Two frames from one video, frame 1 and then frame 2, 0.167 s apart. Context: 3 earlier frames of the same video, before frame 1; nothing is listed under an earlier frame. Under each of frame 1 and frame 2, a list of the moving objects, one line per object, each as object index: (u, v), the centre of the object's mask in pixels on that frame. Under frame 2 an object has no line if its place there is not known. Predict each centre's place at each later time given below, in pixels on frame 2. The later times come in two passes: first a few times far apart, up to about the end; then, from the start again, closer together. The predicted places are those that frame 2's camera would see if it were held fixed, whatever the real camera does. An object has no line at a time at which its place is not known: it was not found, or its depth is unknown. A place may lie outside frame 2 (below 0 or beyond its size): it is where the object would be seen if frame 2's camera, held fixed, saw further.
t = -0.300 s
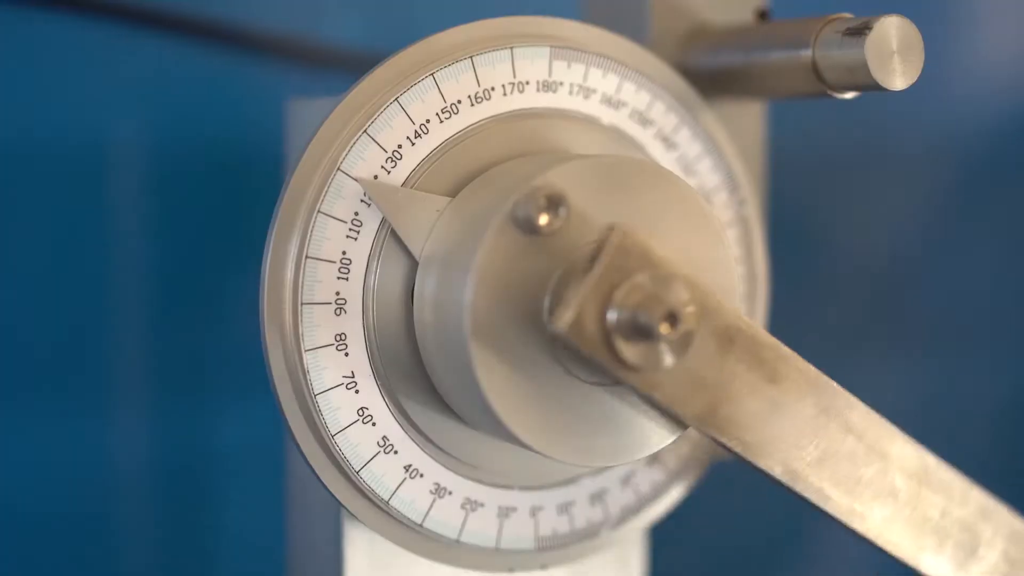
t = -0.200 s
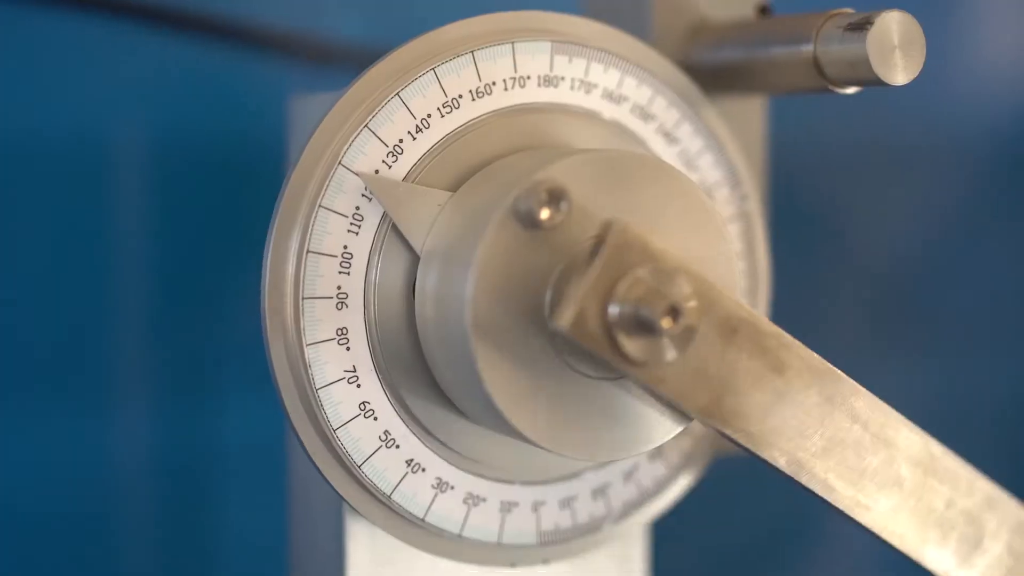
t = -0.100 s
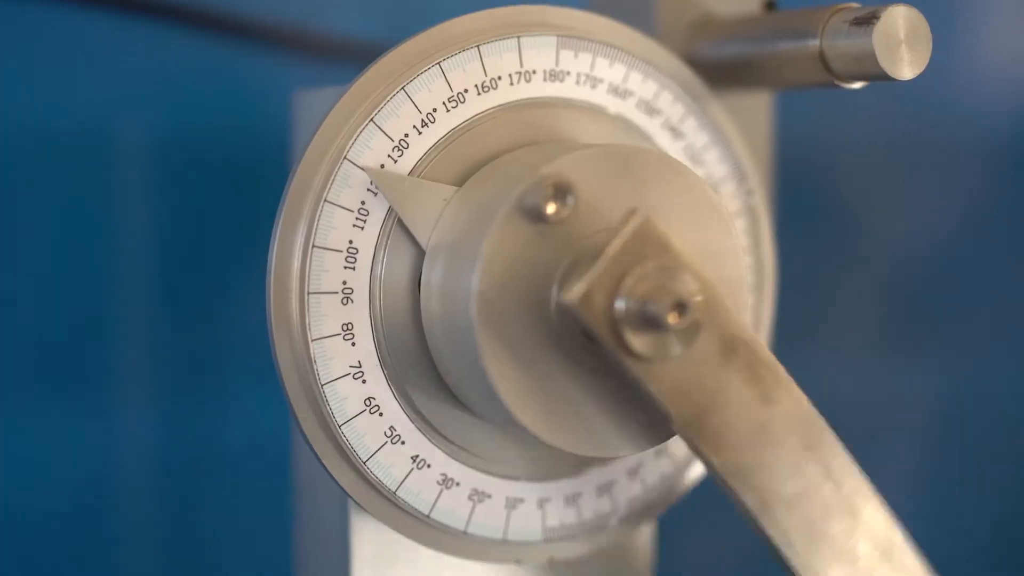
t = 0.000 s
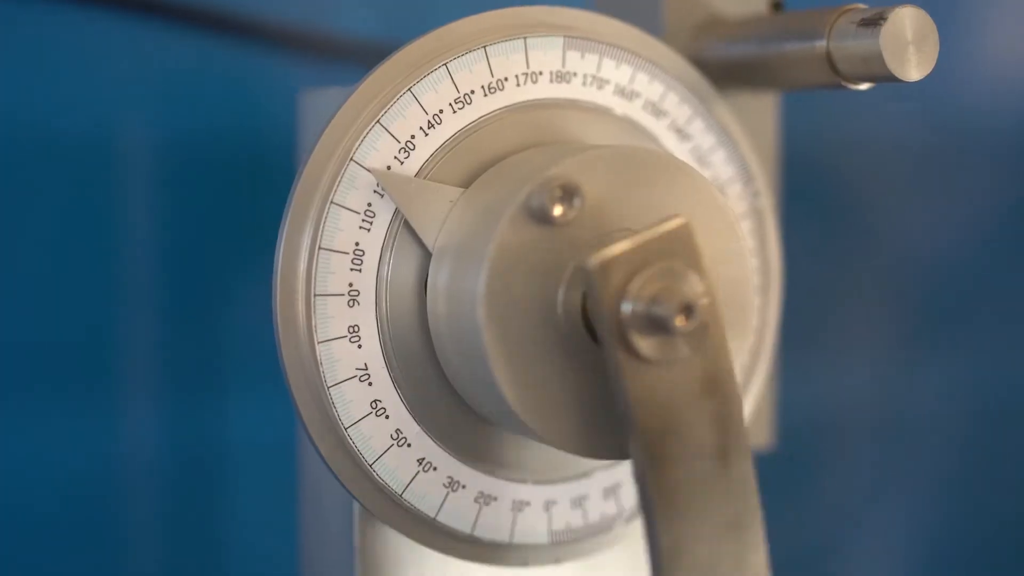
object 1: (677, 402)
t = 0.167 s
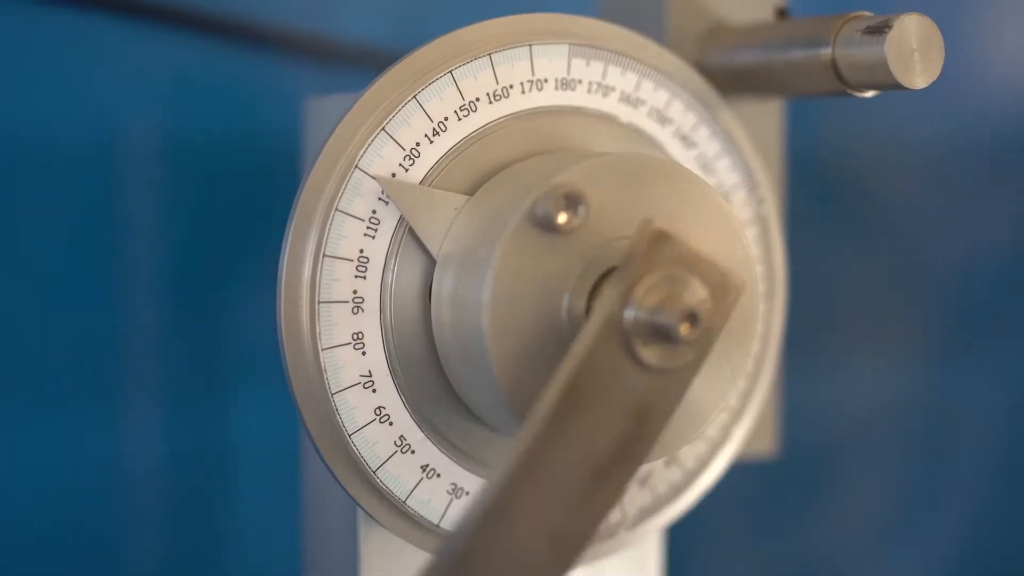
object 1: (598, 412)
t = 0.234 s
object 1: (555, 417)
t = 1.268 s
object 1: (629, 412)
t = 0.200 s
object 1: (577, 414)
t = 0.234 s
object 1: (555, 417)
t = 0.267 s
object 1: (533, 422)
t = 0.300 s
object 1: (515, 425)
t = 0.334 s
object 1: (508, 426)
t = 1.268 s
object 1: (629, 412)
